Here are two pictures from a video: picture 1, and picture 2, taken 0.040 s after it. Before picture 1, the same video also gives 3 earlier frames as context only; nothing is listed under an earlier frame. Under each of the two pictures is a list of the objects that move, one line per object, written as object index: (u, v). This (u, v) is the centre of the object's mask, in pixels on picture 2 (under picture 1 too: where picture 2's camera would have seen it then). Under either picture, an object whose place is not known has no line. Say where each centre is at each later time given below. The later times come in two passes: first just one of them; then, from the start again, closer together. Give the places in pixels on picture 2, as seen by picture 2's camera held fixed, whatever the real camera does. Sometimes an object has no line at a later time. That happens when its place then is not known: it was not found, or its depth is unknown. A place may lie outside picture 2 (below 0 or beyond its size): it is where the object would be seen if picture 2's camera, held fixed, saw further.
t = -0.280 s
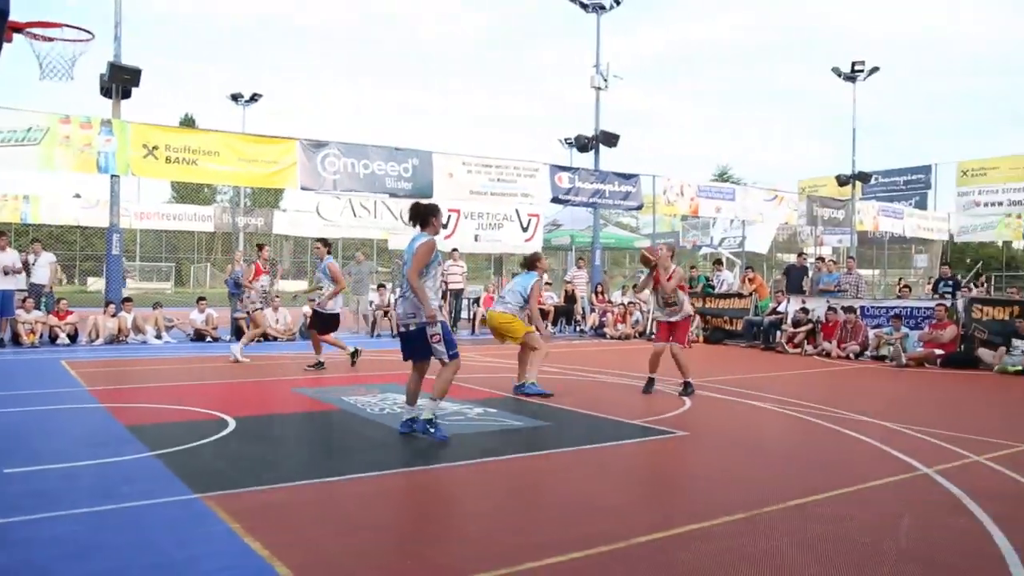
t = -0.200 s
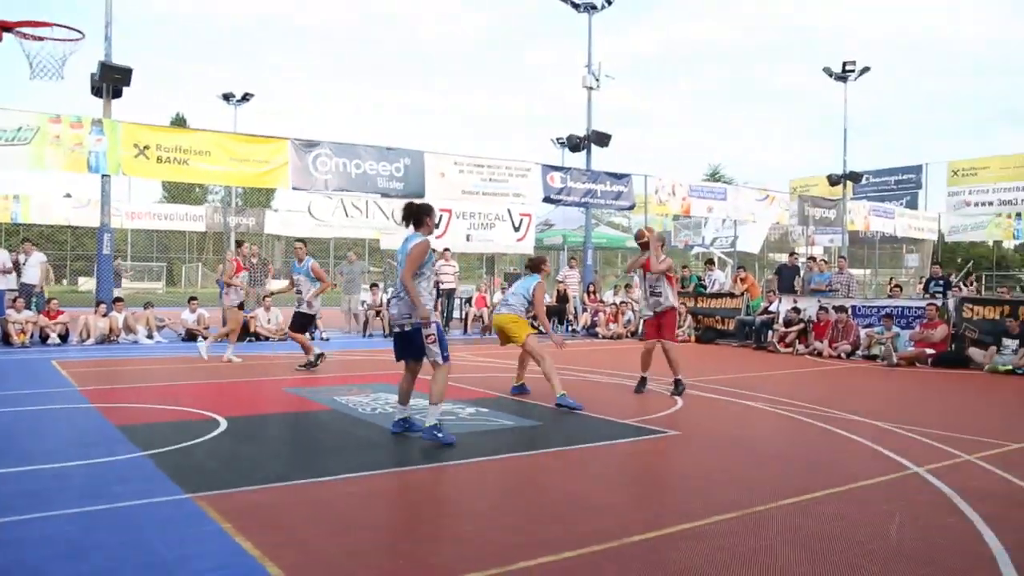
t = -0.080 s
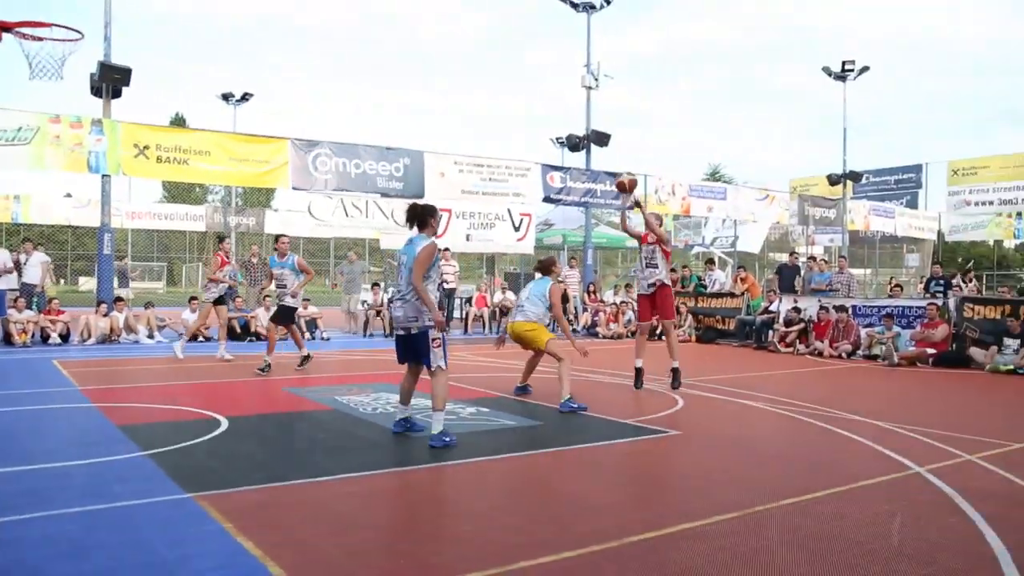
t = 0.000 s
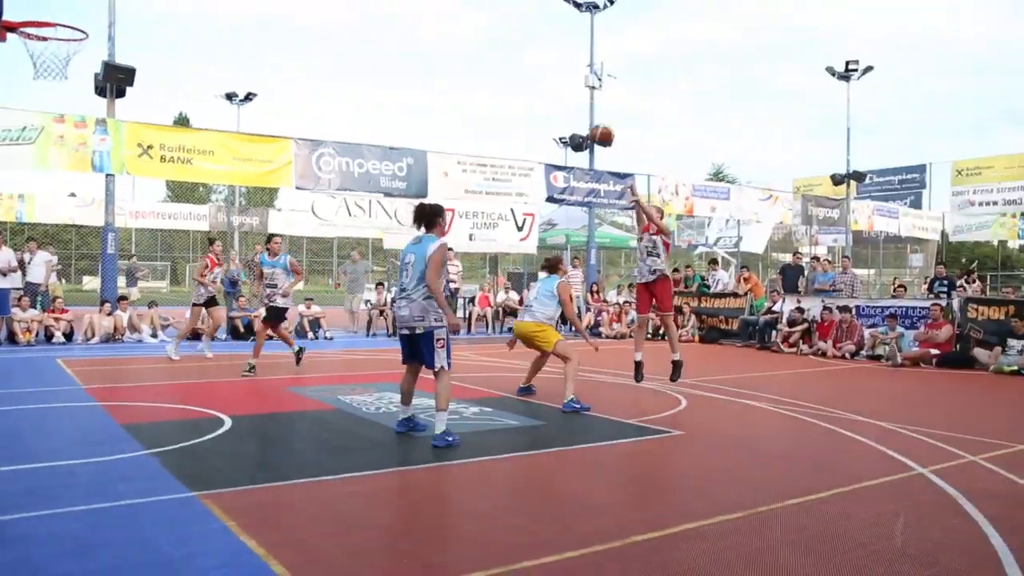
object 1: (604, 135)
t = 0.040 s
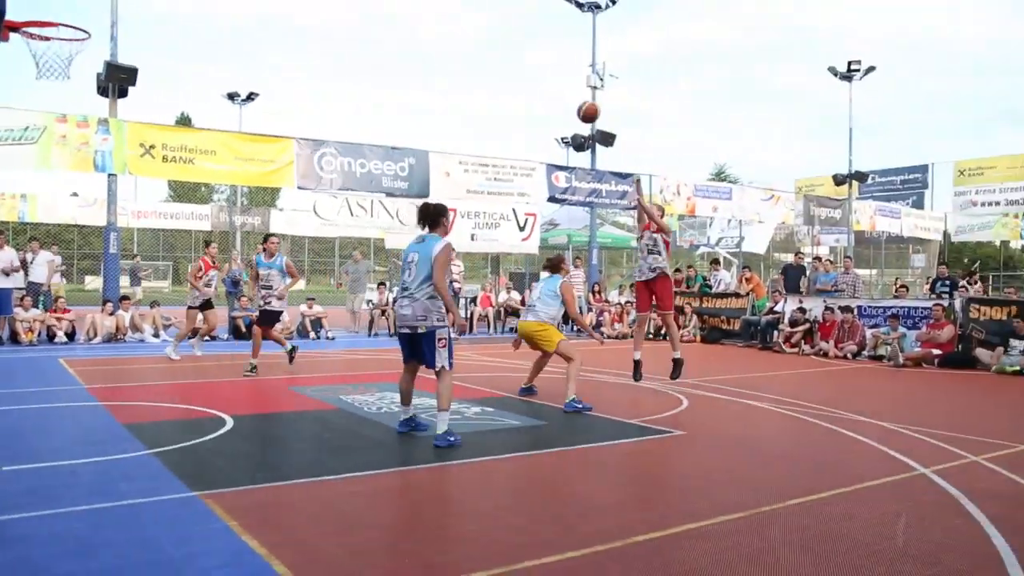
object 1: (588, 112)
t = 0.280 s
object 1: (492, 2)
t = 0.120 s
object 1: (558, 71)
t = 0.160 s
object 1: (541, 51)
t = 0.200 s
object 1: (525, 33)
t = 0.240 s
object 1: (508, 17)
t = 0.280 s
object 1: (492, 2)
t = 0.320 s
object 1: (475, -12)
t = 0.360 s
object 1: (457, -24)
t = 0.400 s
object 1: (440, -35)
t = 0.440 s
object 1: (422, -45)
